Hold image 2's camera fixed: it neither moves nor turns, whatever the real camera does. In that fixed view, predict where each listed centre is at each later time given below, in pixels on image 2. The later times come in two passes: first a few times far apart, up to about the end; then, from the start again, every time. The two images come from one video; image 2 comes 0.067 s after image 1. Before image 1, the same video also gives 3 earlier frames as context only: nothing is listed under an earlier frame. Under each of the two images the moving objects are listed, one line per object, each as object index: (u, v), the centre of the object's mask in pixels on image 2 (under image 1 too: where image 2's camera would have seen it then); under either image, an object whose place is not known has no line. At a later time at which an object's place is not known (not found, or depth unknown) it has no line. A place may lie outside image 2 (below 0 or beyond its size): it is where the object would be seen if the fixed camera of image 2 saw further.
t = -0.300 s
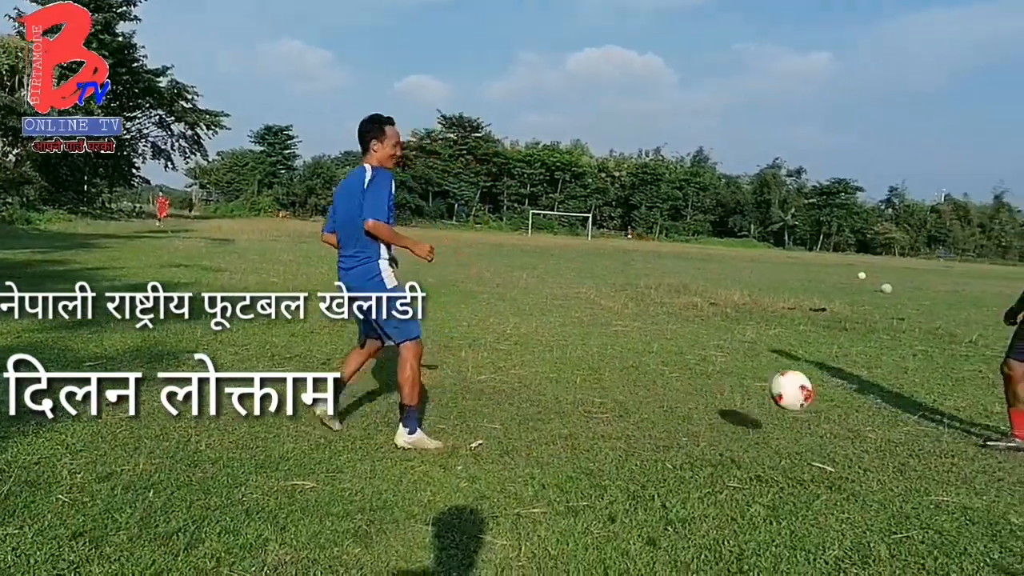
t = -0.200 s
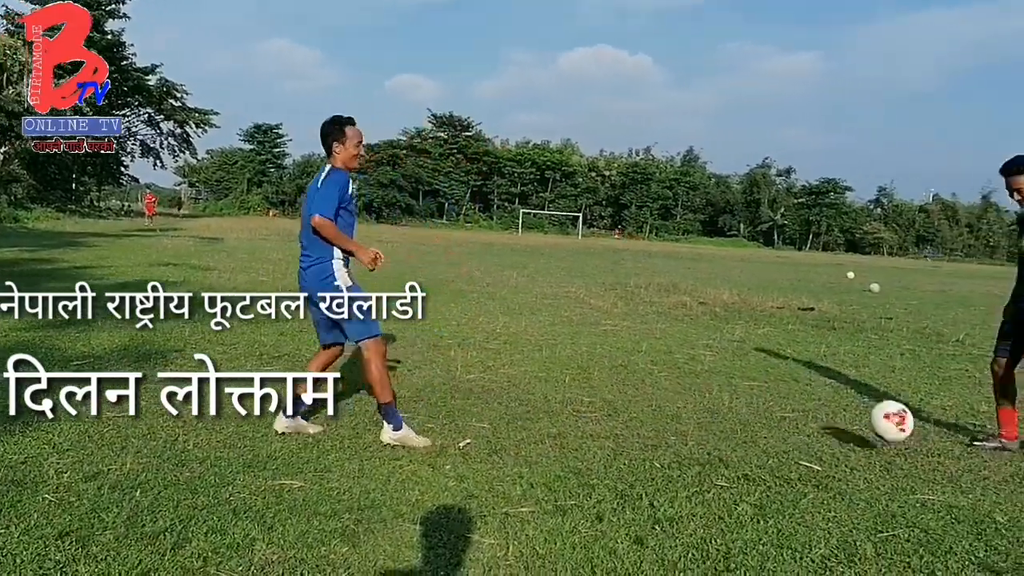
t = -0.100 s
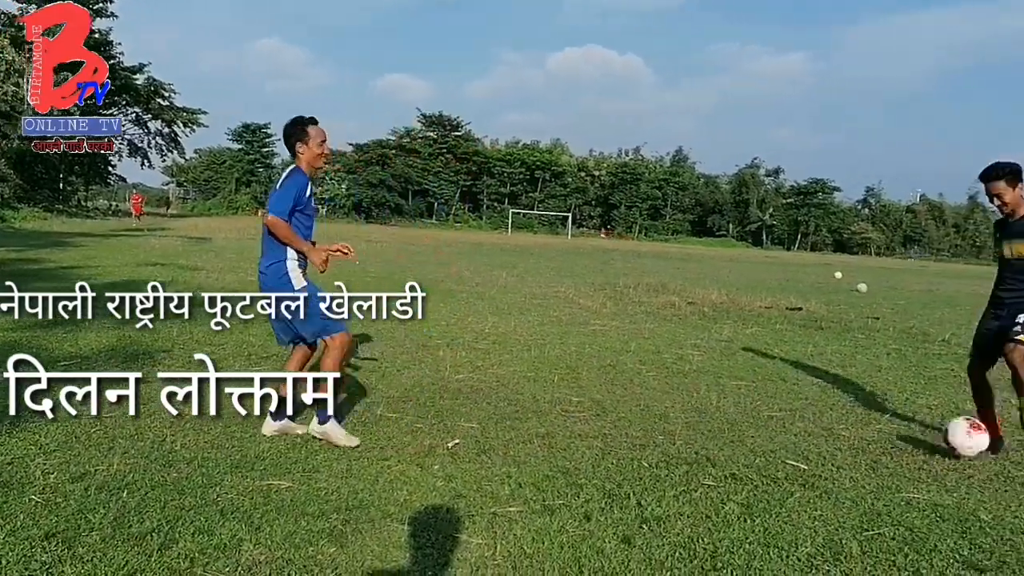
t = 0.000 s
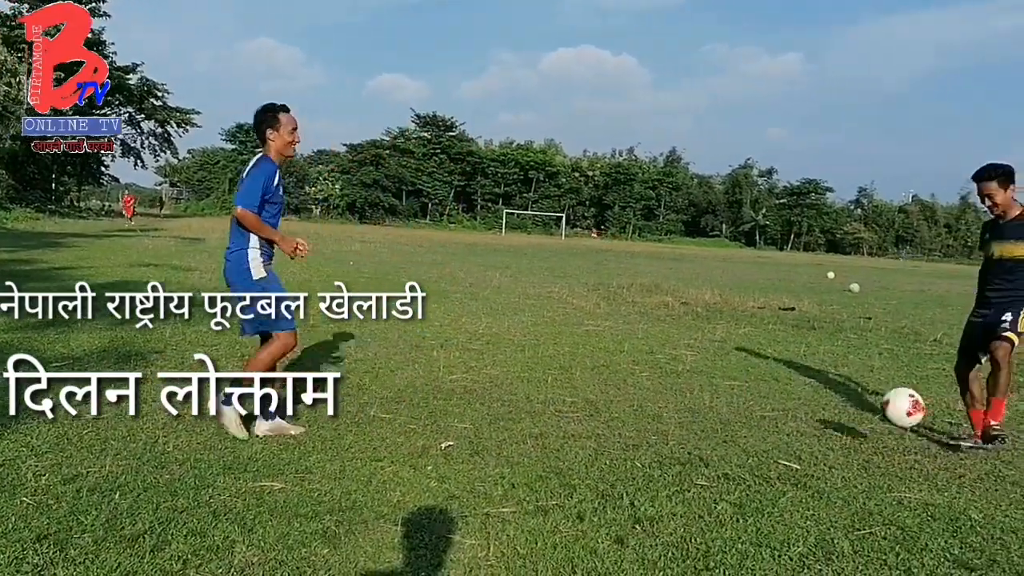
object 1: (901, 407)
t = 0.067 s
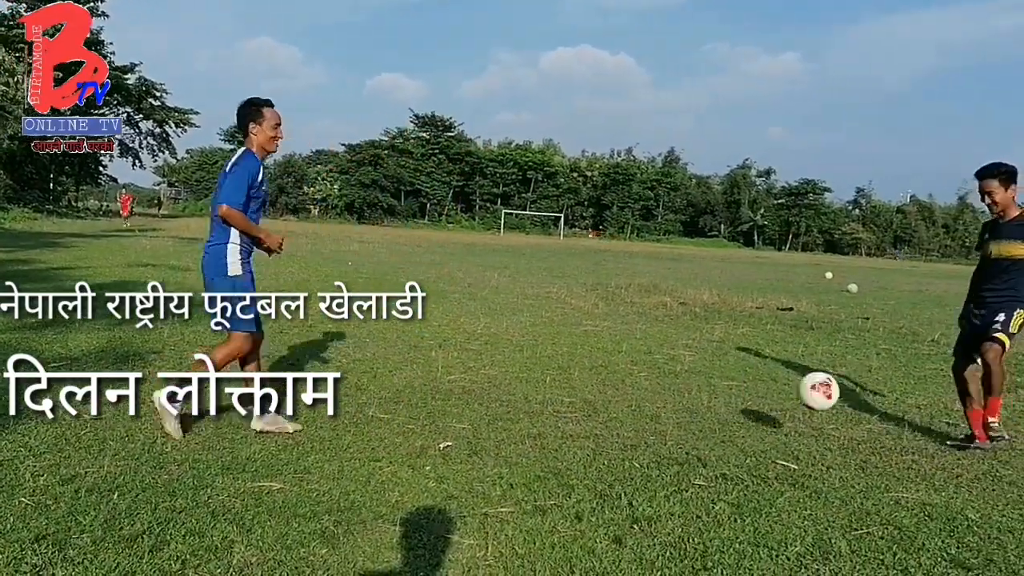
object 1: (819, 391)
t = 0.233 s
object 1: (622, 385)
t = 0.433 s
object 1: (446, 387)
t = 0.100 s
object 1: (779, 386)
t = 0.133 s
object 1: (739, 383)
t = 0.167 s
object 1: (699, 382)
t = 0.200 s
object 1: (660, 383)
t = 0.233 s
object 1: (622, 385)
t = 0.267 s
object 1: (584, 390)
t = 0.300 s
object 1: (546, 397)
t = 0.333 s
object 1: (509, 405)
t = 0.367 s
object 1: (480, 404)
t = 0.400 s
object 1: (464, 395)
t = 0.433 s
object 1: (446, 387)
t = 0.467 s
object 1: (429, 381)
